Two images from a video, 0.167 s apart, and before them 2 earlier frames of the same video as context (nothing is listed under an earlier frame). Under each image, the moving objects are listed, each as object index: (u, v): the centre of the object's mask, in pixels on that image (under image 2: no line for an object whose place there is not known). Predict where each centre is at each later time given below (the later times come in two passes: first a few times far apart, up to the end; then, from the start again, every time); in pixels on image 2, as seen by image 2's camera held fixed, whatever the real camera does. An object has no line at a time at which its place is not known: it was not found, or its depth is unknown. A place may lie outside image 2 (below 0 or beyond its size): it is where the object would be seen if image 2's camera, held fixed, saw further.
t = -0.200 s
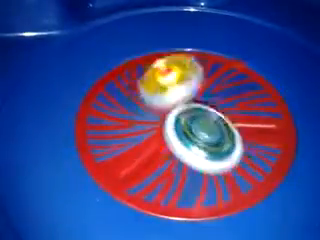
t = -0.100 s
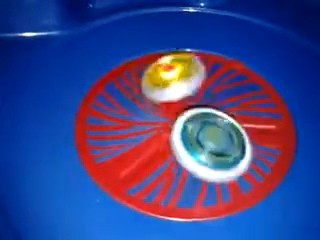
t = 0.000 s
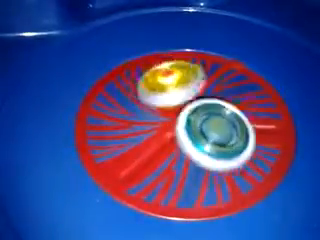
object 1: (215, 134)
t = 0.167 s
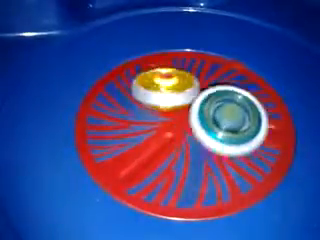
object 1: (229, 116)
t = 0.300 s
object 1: (234, 108)
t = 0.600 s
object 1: (234, 107)
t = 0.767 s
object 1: (237, 104)
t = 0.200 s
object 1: (231, 113)
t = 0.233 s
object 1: (233, 110)
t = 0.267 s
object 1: (235, 107)
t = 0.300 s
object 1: (234, 108)
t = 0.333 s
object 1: (233, 110)
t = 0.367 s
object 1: (232, 110)
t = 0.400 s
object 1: (232, 110)
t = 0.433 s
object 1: (232, 109)
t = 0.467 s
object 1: (233, 109)
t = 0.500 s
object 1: (233, 108)
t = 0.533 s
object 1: (234, 108)
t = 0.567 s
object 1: (234, 108)
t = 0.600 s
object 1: (234, 107)
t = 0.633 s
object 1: (234, 106)
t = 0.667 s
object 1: (234, 106)
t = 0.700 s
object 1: (234, 105)
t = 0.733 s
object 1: (234, 105)
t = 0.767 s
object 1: (237, 104)
